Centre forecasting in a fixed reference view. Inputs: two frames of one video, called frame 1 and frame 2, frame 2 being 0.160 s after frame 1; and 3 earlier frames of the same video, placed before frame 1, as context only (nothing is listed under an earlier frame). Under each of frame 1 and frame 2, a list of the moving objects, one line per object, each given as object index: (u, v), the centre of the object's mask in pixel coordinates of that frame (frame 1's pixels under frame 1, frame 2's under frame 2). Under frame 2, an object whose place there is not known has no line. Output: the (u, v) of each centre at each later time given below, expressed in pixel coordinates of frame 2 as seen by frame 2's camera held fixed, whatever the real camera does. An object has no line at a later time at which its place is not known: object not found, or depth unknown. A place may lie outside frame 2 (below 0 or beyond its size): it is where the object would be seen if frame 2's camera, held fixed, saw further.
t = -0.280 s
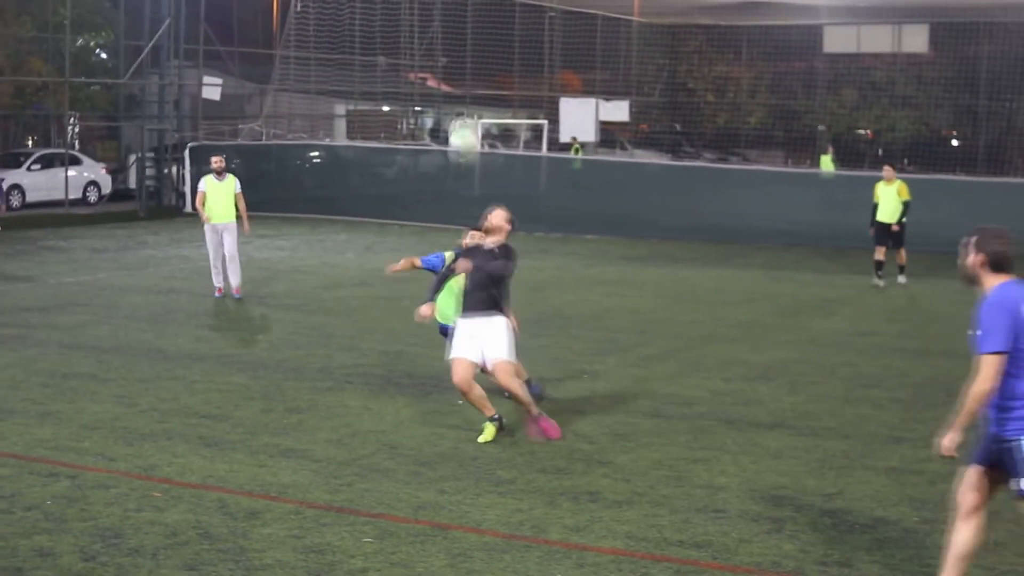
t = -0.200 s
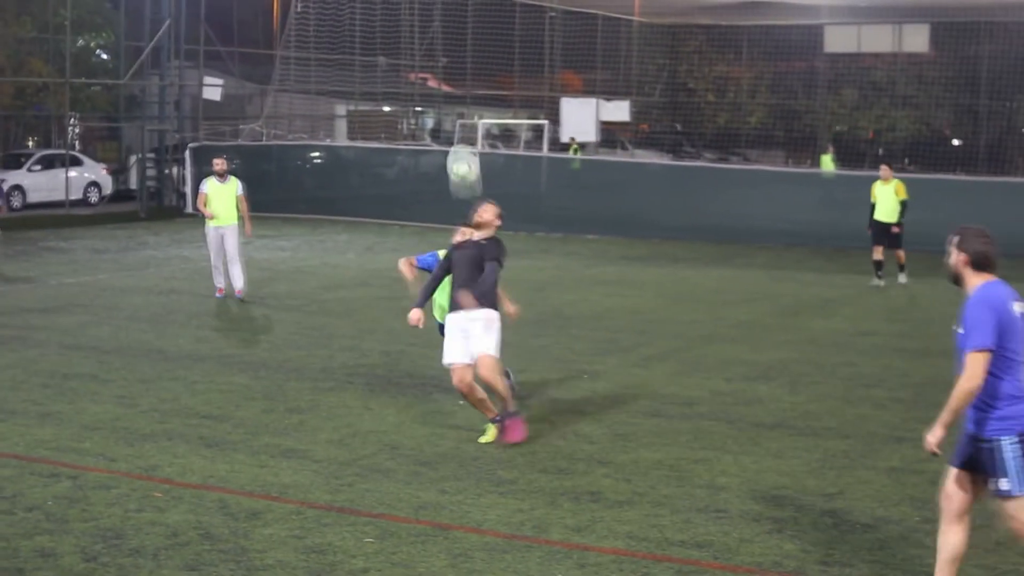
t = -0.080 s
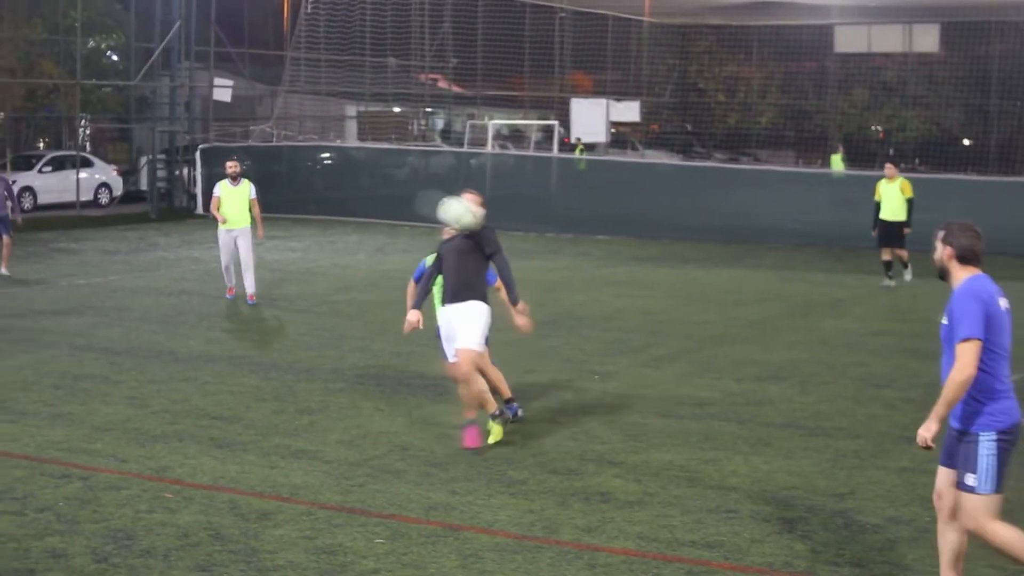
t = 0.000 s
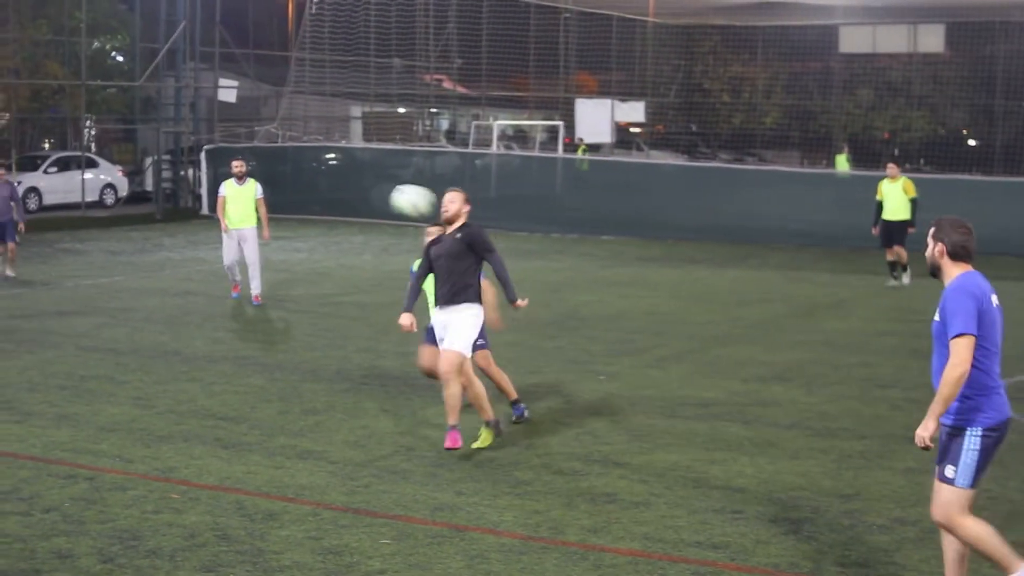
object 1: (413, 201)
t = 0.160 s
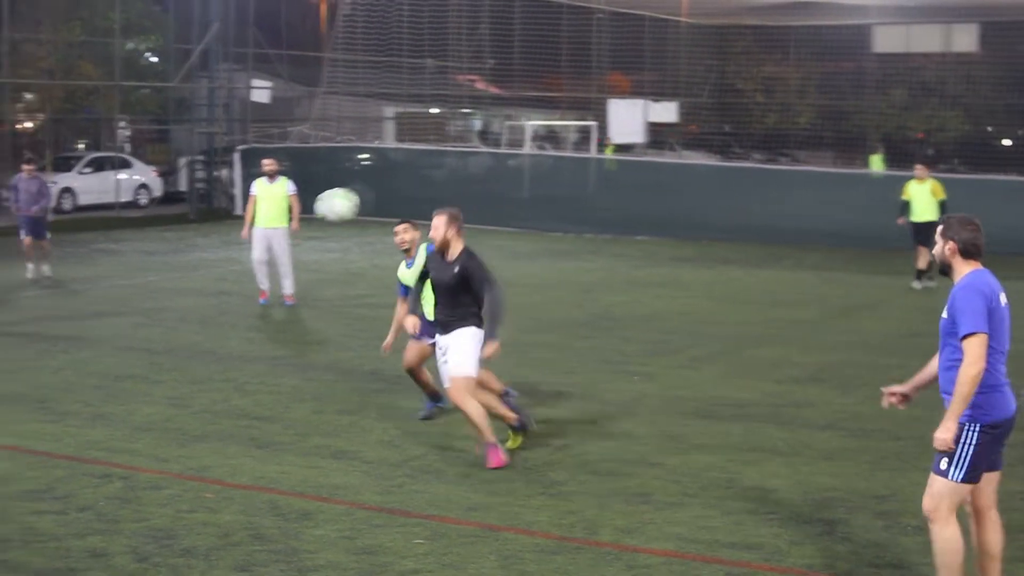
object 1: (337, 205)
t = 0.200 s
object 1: (313, 213)
